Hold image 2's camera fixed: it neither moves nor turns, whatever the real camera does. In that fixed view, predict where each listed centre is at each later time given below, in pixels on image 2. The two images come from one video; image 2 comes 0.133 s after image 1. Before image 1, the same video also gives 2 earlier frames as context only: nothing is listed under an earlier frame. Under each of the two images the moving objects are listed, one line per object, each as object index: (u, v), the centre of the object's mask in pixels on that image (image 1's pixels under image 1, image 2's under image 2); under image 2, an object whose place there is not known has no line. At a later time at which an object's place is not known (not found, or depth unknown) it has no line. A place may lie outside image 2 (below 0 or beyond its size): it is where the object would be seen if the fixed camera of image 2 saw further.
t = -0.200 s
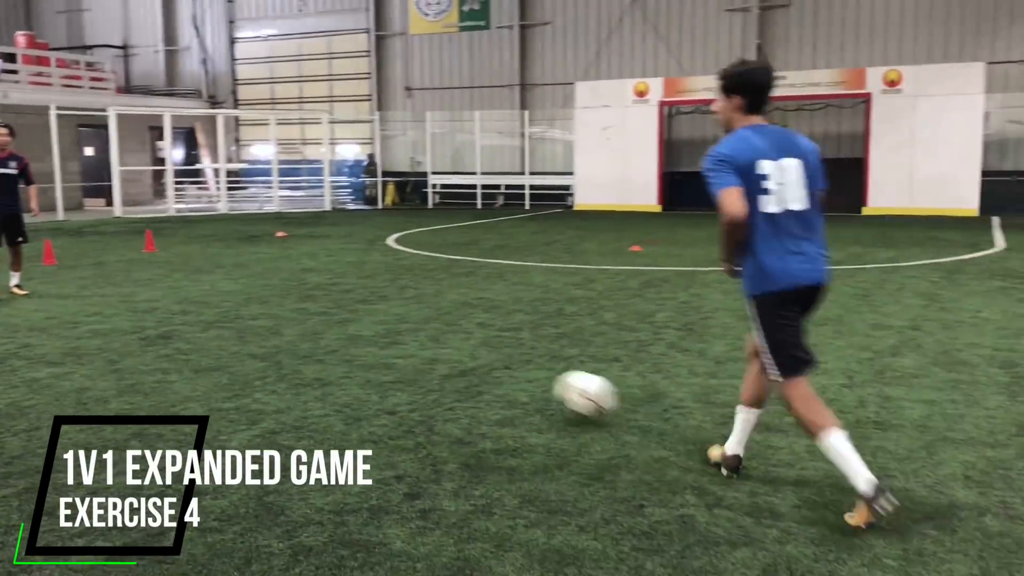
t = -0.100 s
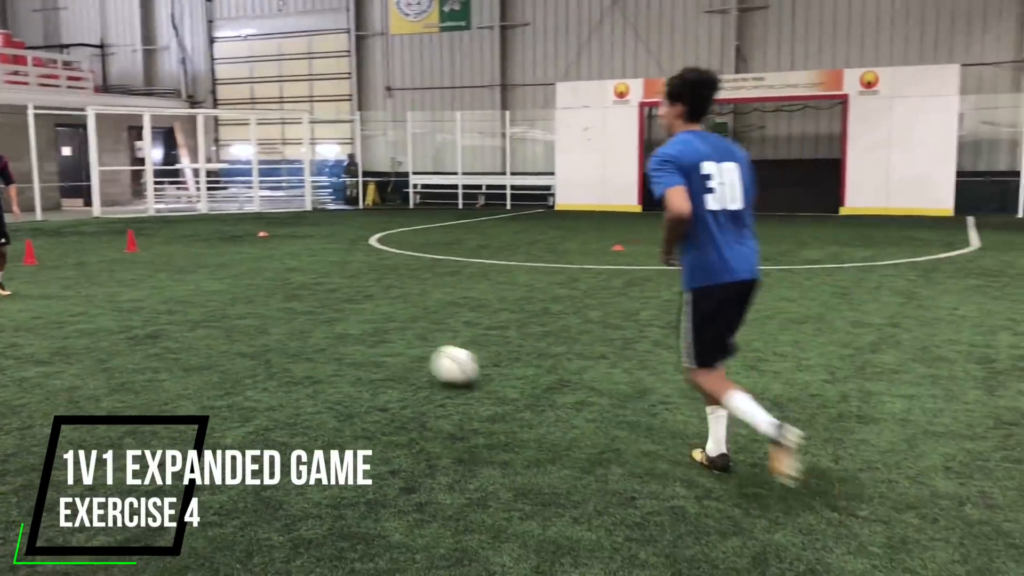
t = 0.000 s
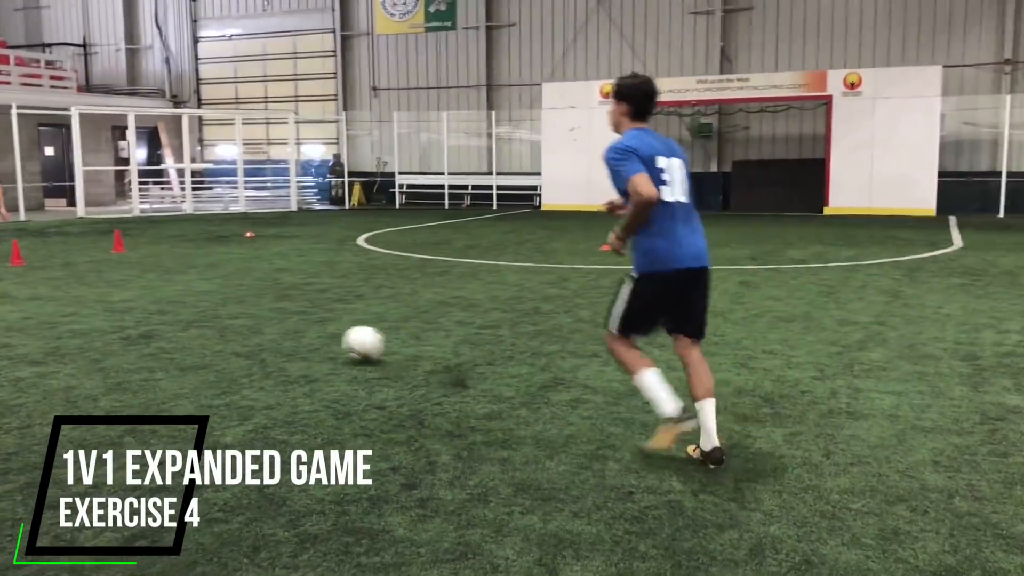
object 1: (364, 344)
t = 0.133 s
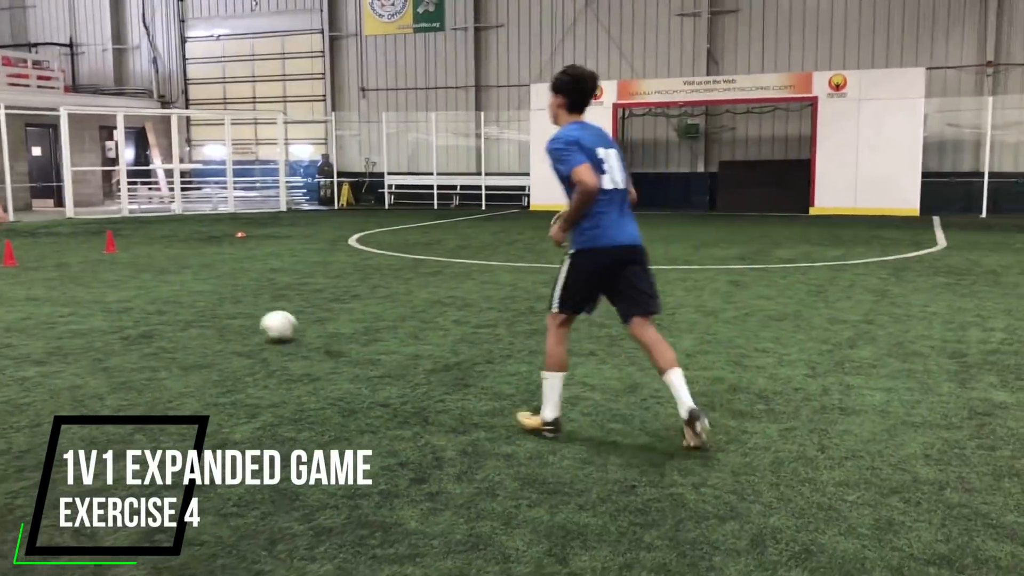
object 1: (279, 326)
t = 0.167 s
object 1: (261, 323)
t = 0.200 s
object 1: (245, 318)
